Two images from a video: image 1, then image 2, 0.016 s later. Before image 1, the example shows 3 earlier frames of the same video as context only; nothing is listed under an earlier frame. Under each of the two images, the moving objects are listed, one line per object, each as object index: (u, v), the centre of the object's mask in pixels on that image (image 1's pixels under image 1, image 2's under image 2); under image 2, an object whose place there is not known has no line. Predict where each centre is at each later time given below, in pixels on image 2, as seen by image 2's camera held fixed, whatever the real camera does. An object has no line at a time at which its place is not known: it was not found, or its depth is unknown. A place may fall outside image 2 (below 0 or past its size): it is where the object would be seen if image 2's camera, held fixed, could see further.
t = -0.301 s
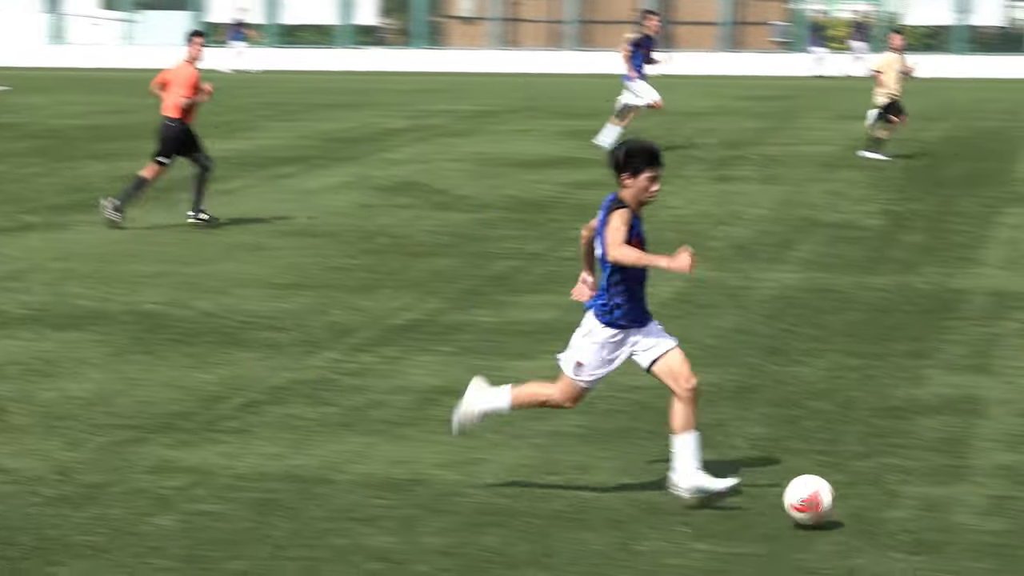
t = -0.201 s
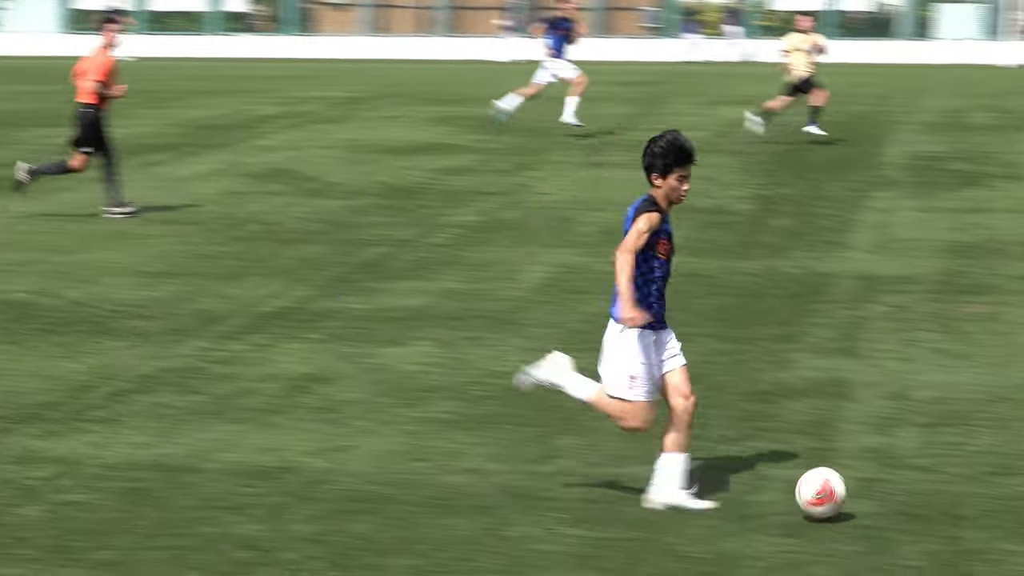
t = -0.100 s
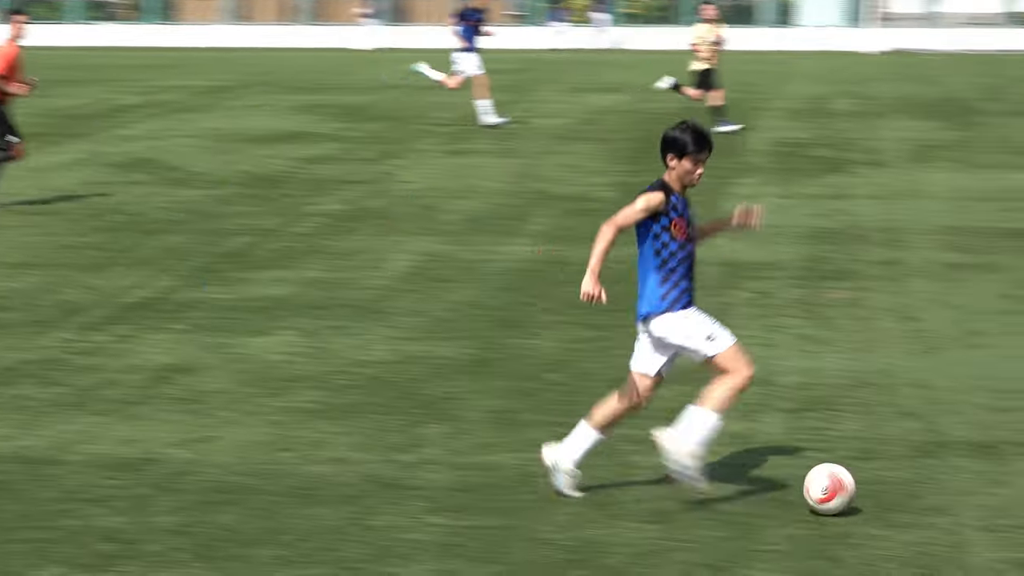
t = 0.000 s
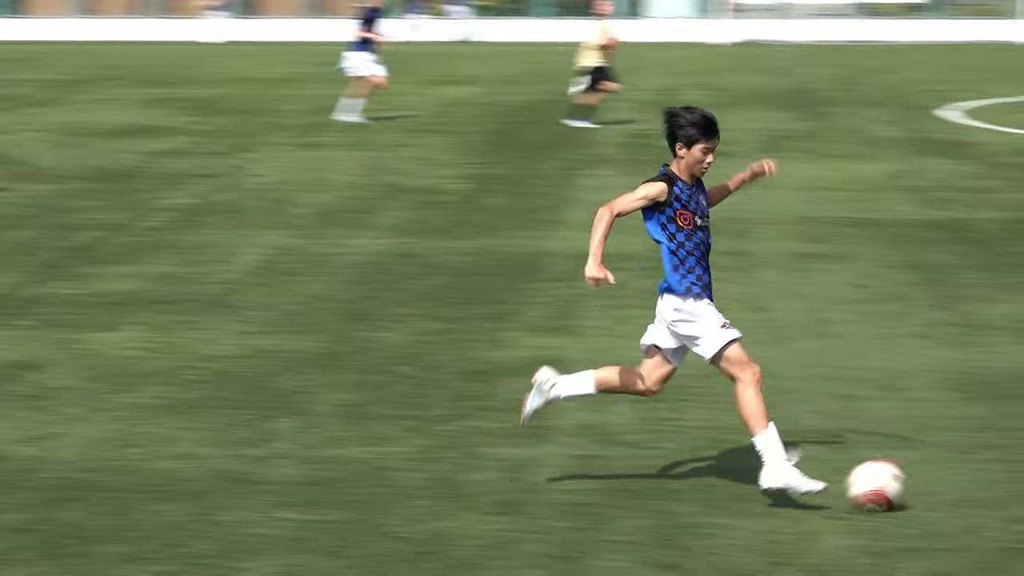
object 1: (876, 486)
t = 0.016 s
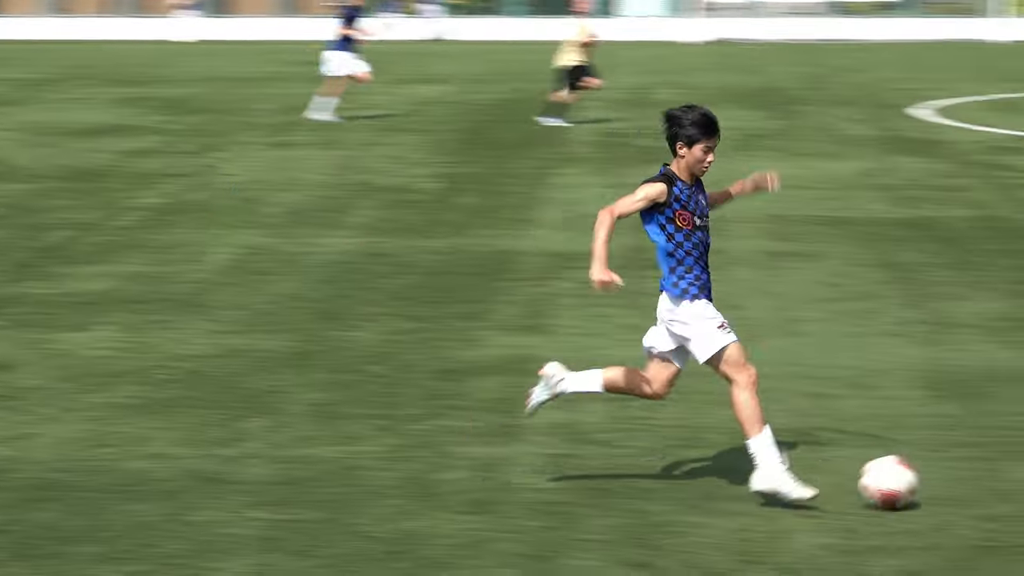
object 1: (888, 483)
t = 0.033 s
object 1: (931, 482)
